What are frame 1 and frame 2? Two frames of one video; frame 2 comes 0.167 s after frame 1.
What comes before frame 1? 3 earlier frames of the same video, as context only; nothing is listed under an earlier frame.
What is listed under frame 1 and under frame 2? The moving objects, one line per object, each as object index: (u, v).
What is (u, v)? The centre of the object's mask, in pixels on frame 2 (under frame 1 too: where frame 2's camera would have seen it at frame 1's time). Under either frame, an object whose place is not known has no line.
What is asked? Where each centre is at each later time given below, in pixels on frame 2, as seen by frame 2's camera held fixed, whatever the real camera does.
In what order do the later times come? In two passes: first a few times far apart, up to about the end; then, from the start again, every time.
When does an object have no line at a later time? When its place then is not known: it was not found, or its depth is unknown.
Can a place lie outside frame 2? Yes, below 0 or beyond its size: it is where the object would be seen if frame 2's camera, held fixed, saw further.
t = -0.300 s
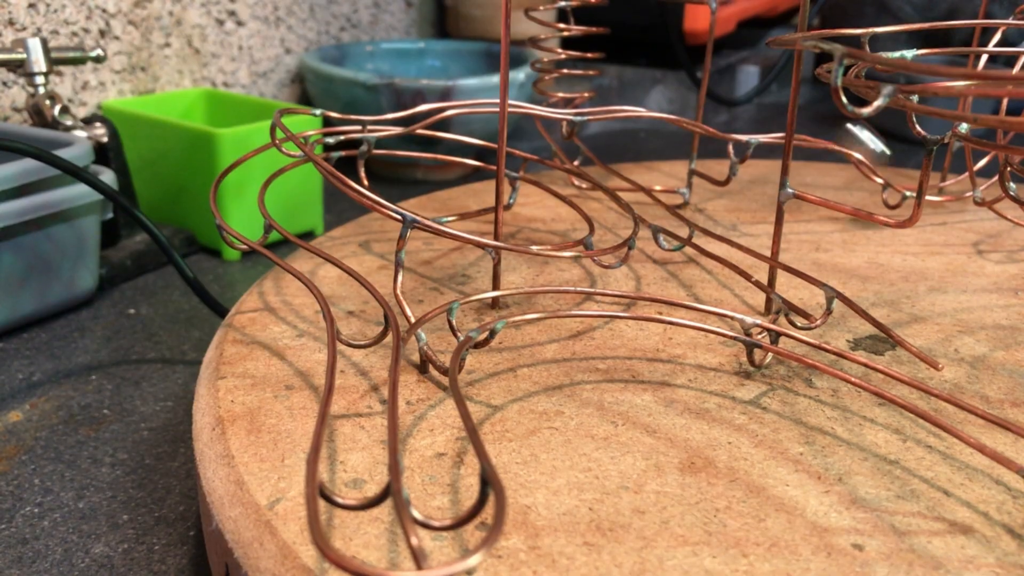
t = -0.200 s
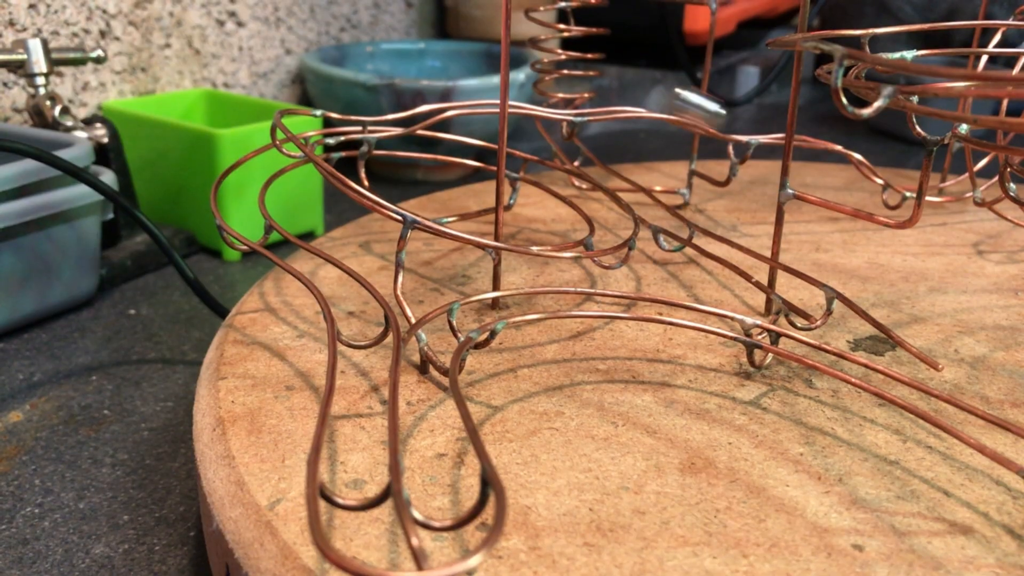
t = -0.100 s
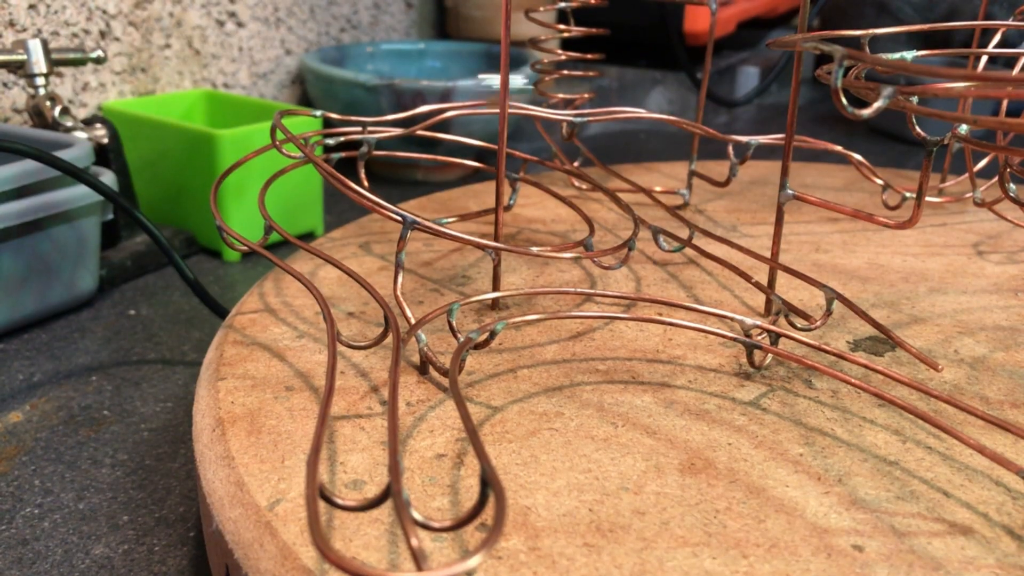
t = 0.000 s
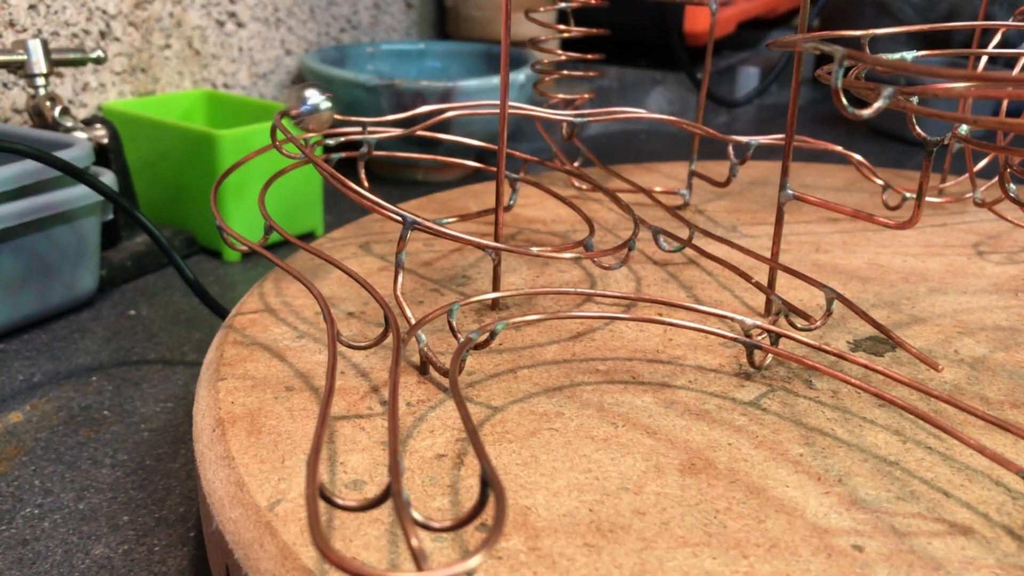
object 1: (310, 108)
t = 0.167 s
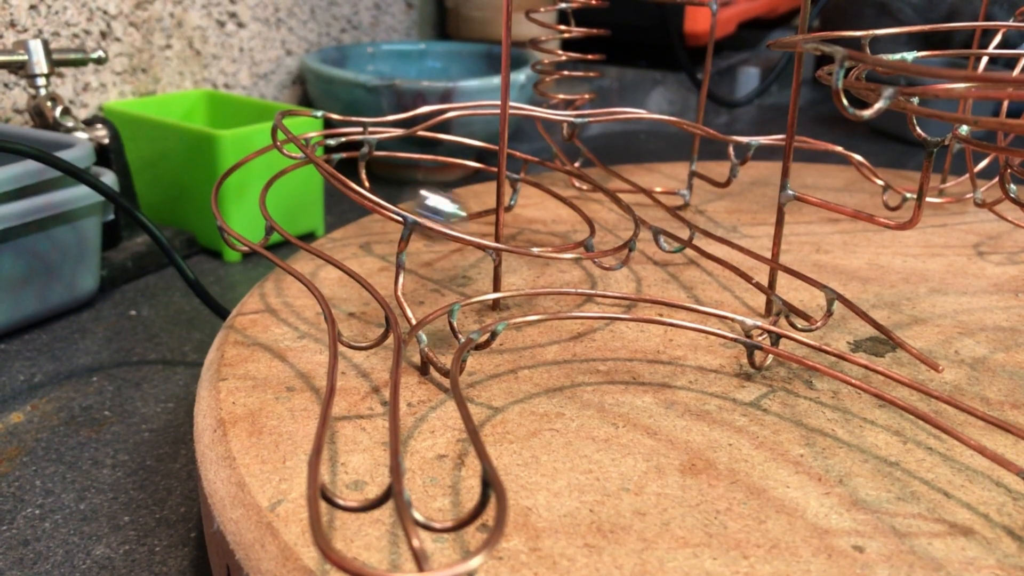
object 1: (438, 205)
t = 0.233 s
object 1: (538, 228)
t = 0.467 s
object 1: (520, 154)
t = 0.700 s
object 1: (315, 134)
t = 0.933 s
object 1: (261, 215)
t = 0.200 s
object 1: (487, 220)
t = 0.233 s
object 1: (538, 228)
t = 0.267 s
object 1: (580, 229)
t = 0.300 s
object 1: (607, 226)
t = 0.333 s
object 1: (613, 211)
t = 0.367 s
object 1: (601, 195)
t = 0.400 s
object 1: (578, 180)
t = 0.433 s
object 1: (549, 167)
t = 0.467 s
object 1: (520, 154)
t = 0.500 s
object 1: (478, 144)
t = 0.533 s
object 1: (445, 140)
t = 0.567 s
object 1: (415, 137)
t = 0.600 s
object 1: (391, 137)
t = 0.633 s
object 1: (349, 136)
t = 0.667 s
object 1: (336, 136)
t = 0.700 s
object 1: (315, 134)
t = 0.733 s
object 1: (290, 139)
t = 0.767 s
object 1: (270, 148)
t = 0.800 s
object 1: (255, 157)
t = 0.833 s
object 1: (243, 171)
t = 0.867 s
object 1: (238, 184)
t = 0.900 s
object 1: (243, 199)
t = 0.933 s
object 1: (261, 215)
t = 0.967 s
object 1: (288, 230)
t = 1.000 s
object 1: (316, 247)
